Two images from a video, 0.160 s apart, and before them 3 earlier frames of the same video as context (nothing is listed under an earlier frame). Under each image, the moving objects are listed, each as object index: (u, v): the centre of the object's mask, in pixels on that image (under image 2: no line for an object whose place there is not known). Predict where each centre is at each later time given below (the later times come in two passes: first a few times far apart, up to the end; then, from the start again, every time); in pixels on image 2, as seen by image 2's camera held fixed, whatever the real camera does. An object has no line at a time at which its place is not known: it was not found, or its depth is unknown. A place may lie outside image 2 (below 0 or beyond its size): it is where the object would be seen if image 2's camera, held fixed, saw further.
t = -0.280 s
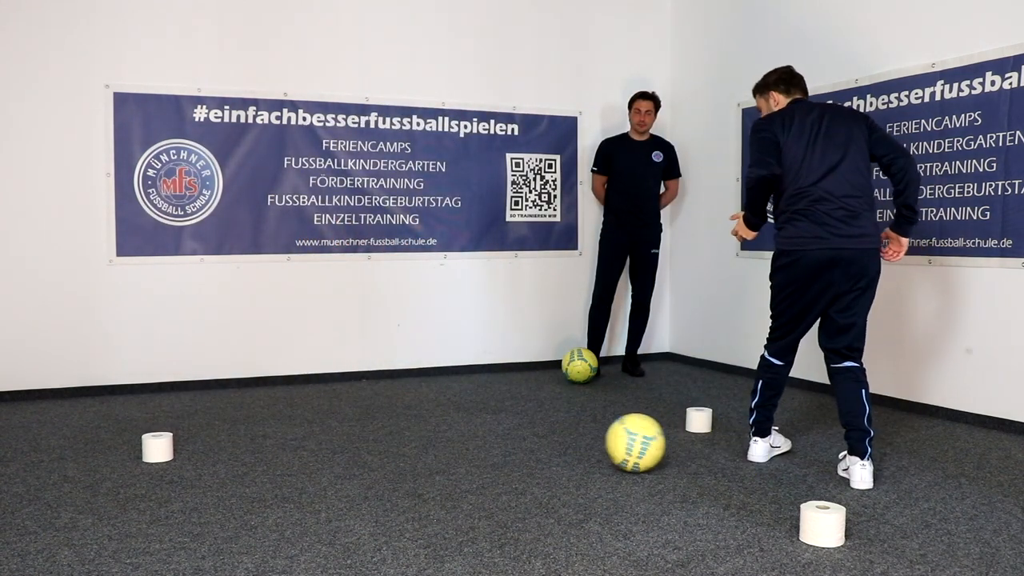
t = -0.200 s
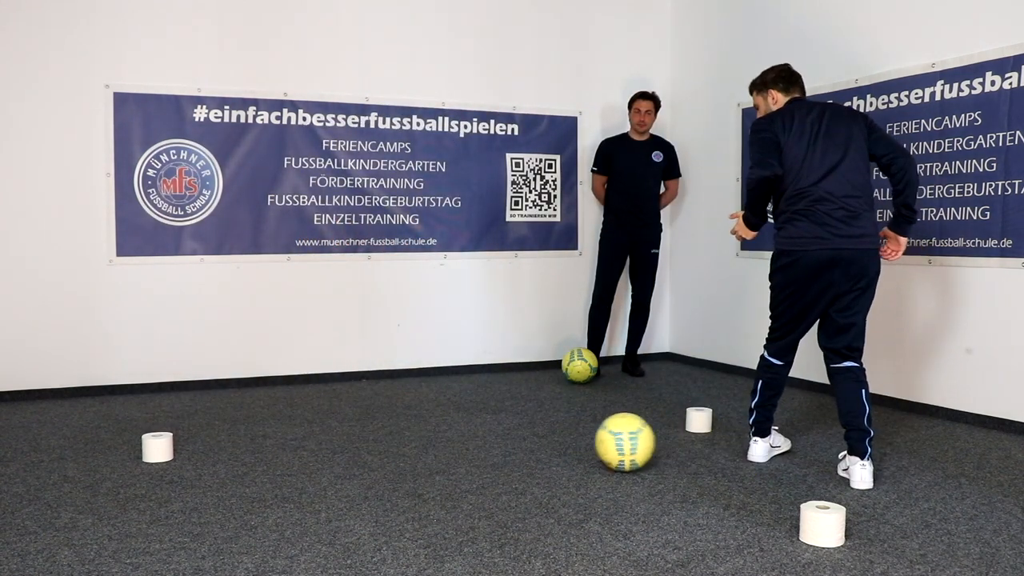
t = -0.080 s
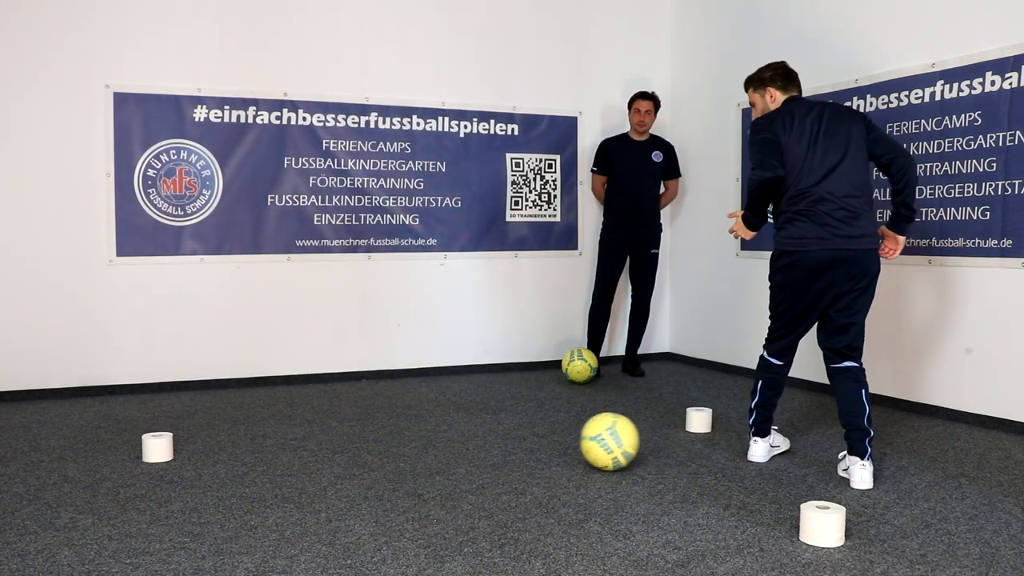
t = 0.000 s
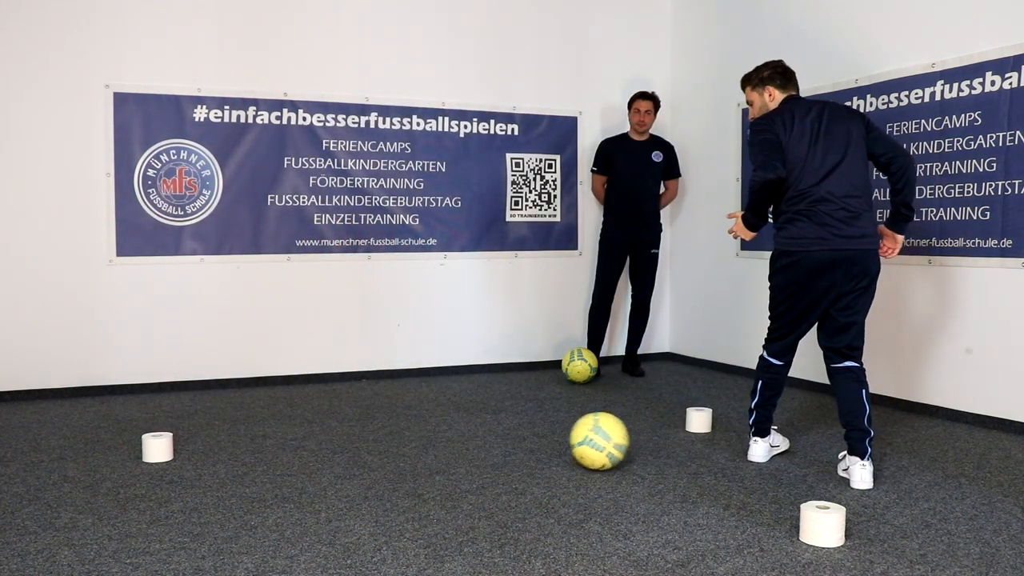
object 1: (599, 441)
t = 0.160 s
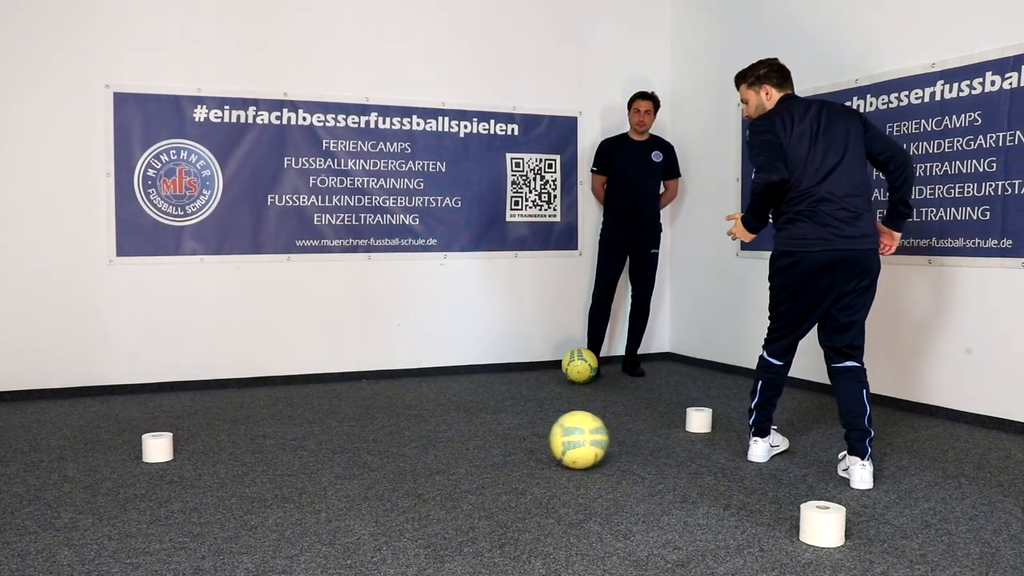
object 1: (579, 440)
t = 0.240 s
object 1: (569, 439)
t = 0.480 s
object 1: (538, 438)
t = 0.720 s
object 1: (510, 437)
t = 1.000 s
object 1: (481, 435)
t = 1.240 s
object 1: (459, 435)
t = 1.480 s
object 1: (439, 434)
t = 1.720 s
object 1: (419, 434)
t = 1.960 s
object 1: (399, 434)
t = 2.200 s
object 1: (379, 434)
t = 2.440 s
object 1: (357, 434)
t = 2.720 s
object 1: (334, 434)
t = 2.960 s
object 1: (317, 434)
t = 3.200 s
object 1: (302, 435)
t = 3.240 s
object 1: (300, 435)
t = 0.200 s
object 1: (574, 439)
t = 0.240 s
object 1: (569, 439)
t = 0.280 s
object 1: (564, 439)
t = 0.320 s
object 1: (558, 438)
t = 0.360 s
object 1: (554, 438)
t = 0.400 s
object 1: (548, 438)
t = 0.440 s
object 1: (543, 438)
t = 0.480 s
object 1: (538, 438)
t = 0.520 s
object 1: (534, 437)
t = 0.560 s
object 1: (529, 437)
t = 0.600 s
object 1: (524, 437)
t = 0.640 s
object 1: (519, 437)
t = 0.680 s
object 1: (514, 437)
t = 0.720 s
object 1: (510, 437)
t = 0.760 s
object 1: (505, 436)
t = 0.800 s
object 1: (501, 436)
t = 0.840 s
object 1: (497, 436)
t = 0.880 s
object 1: (493, 436)
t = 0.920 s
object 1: (488, 435)
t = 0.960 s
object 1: (484, 435)
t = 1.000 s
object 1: (481, 435)
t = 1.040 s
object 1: (477, 435)
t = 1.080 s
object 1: (473, 435)
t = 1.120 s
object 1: (470, 435)
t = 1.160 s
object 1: (466, 435)
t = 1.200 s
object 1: (463, 435)
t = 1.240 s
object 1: (459, 435)
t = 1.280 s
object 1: (456, 435)
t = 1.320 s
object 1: (452, 435)
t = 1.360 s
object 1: (449, 435)
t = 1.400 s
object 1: (446, 435)
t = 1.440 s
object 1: (443, 434)
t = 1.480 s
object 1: (439, 434)
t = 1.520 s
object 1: (436, 434)
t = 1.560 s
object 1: (433, 434)
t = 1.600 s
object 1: (429, 434)
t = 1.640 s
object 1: (426, 434)
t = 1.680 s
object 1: (423, 434)
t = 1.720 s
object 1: (419, 434)
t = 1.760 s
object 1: (416, 434)
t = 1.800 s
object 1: (413, 434)
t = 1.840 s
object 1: (409, 434)
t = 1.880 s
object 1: (406, 434)
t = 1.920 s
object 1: (403, 434)
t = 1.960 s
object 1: (399, 434)
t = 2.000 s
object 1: (396, 434)
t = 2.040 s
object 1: (393, 434)
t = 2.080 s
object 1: (389, 434)
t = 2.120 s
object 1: (386, 434)
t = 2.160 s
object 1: (382, 434)
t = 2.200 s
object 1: (379, 434)
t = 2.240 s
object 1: (375, 434)
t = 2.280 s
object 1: (372, 434)
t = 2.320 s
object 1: (368, 434)
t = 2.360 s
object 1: (365, 434)
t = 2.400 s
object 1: (361, 434)
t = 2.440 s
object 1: (357, 434)
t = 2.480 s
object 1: (354, 434)
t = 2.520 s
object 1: (350, 434)
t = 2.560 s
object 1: (347, 434)
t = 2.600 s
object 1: (344, 434)
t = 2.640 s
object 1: (340, 434)
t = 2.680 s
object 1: (337, 434)
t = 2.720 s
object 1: (334, 434)
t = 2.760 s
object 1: (331, 434)
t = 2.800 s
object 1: (328, 434)
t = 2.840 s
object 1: (325, 434)
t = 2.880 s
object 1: (322, 434)
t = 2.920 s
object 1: (319, 434)
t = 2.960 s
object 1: (317, 434)
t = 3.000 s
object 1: (314, 434)
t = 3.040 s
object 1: (312, 435)
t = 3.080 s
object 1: (309, 435)
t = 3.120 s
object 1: (307, 435)
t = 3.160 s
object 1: (304, 435)
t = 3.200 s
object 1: (302, 435)
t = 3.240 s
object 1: (300, 435)
